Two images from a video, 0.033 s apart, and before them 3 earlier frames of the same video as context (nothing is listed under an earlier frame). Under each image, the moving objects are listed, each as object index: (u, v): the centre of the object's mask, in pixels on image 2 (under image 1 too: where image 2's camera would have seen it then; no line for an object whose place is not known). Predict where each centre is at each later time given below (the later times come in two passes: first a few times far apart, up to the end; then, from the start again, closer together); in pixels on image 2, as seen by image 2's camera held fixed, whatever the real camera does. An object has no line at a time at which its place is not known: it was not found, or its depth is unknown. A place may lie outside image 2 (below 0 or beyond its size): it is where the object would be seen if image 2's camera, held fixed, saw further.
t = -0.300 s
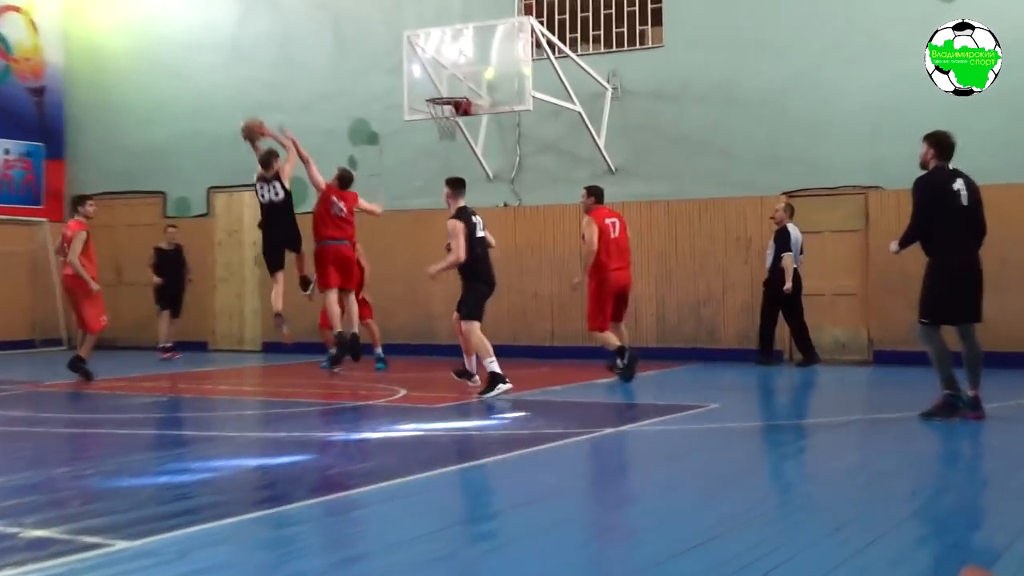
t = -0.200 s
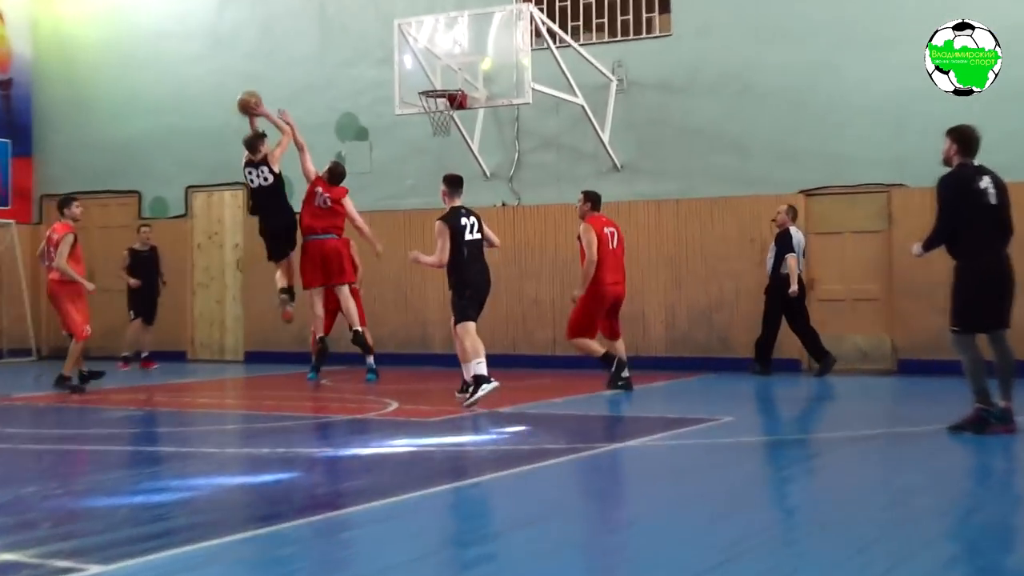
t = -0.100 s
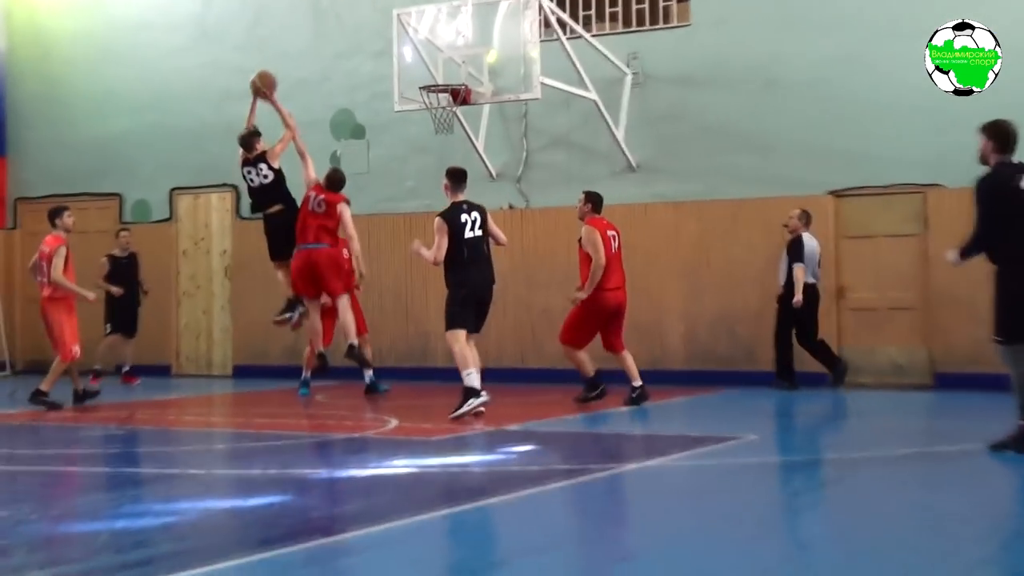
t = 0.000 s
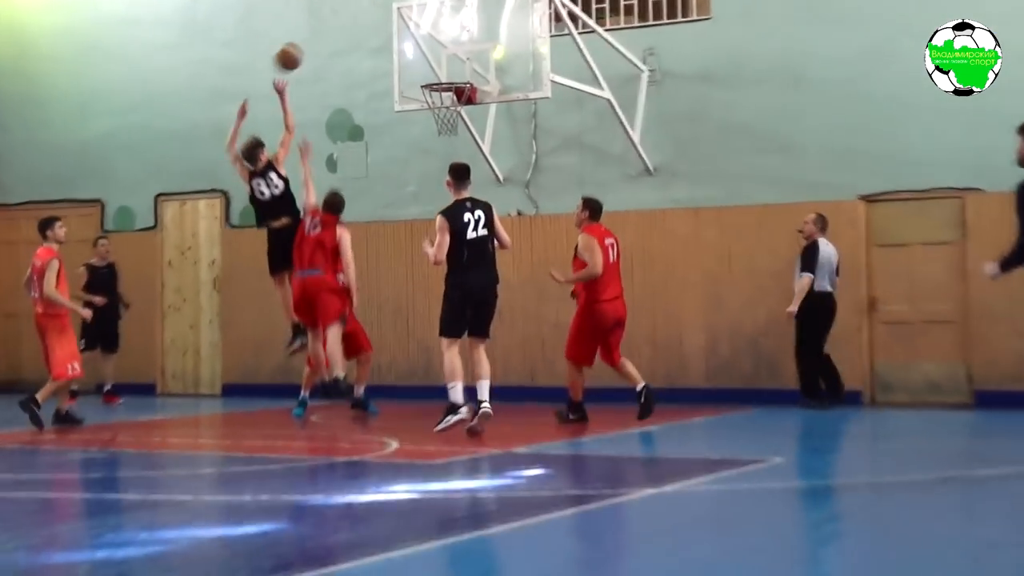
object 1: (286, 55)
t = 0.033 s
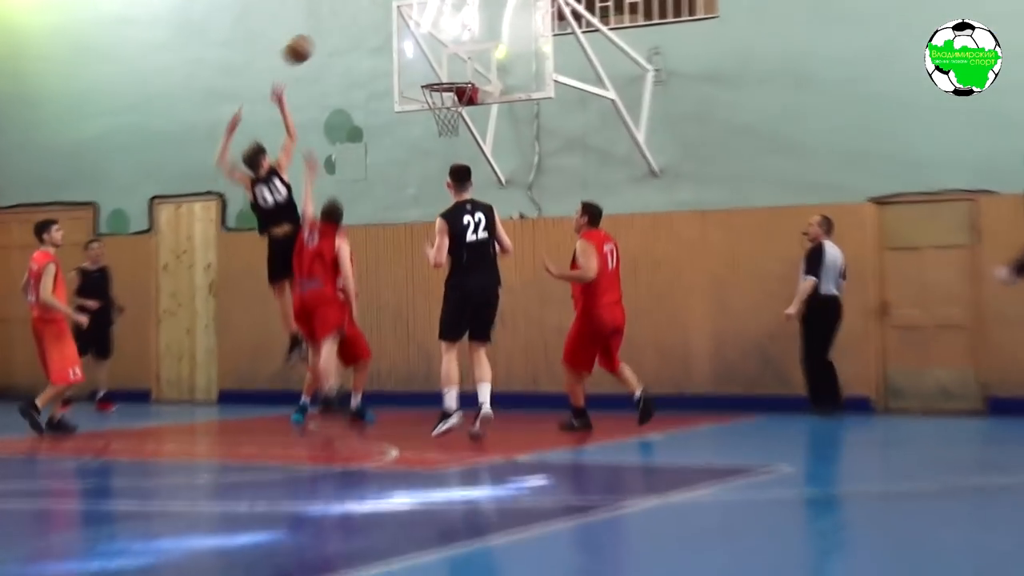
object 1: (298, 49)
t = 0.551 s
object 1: (442, 69)
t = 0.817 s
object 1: (399, 35)
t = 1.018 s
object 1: (366, 61)
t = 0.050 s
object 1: (304, 46)
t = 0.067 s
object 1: (309, 43)
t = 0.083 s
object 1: (316, 41)
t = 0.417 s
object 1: (425, 53)
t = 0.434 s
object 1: (429, 57)
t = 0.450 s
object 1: (433, 60)
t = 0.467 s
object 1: (438, 64)
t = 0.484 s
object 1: (444, 69)
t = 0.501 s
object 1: (447, 73)
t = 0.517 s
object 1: (446, 73)
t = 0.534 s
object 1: (445, 72)
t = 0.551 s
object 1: (442, 69)
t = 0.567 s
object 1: (439, 64)
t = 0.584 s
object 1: (437, 61)
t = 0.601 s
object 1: (434, 57)
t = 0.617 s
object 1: (431, 54)
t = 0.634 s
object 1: (429, 51)
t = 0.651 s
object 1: (426, 48)
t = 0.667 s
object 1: (424, 45)
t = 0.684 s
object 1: (421, 43)
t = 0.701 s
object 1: (418, 41)
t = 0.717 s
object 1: (416, 39)
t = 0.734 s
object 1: (413, 38)
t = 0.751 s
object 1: (410, 37)
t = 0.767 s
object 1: (408, 36)
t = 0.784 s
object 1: (405, 35)
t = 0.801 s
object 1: (402, 35)
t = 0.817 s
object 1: (399, 35)
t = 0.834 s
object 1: (396, 36)
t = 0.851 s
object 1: (394, 36)
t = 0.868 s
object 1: (391, 37)
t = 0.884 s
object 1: (389, 38)
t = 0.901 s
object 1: (386, 40)
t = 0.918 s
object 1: (383, 42)
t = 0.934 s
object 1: (381, 44)
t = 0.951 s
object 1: (378, 47)
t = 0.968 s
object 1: (376, 50)
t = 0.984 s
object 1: (373, 53)
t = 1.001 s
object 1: (369, 56)
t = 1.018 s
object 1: (366, 61)
